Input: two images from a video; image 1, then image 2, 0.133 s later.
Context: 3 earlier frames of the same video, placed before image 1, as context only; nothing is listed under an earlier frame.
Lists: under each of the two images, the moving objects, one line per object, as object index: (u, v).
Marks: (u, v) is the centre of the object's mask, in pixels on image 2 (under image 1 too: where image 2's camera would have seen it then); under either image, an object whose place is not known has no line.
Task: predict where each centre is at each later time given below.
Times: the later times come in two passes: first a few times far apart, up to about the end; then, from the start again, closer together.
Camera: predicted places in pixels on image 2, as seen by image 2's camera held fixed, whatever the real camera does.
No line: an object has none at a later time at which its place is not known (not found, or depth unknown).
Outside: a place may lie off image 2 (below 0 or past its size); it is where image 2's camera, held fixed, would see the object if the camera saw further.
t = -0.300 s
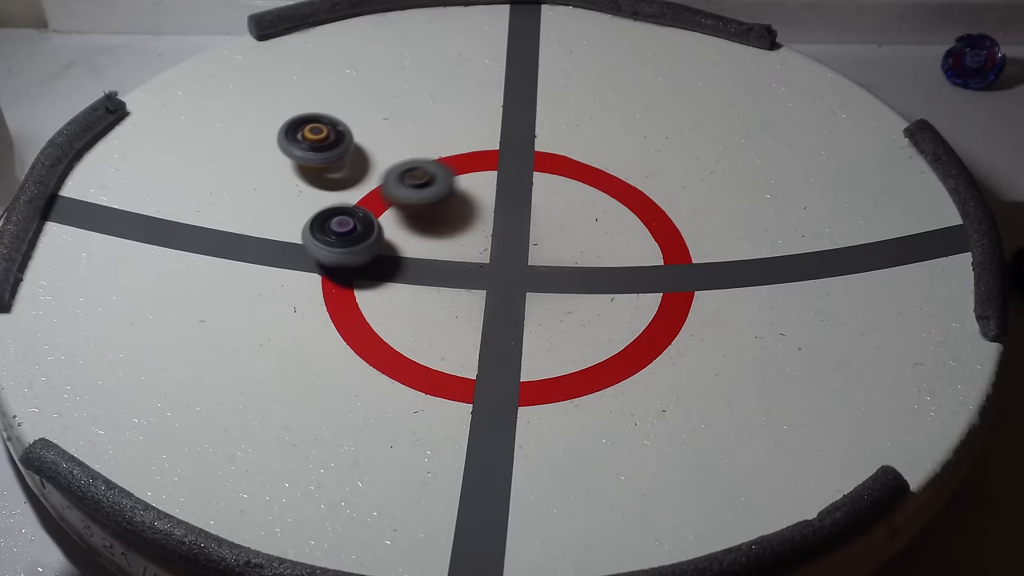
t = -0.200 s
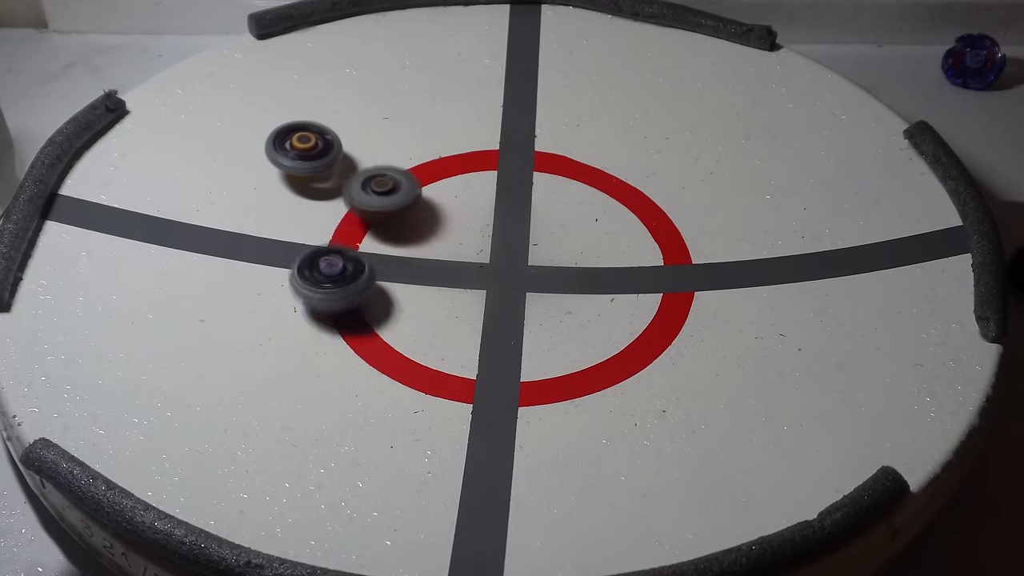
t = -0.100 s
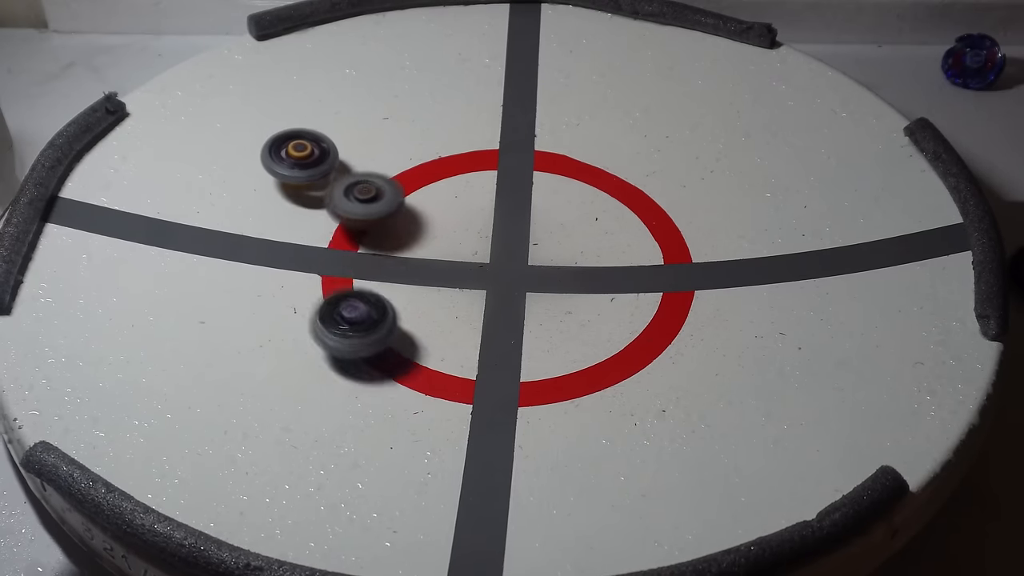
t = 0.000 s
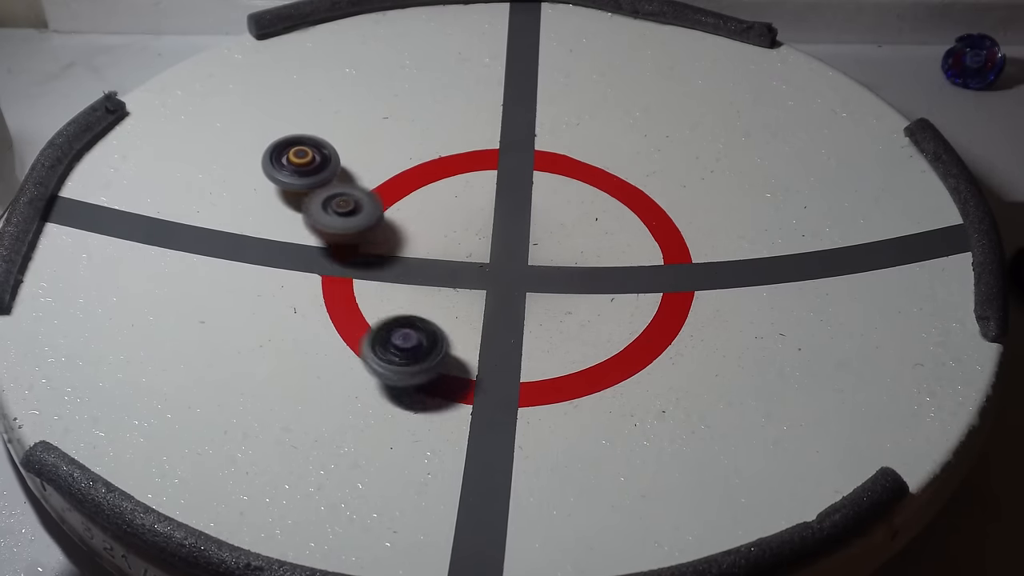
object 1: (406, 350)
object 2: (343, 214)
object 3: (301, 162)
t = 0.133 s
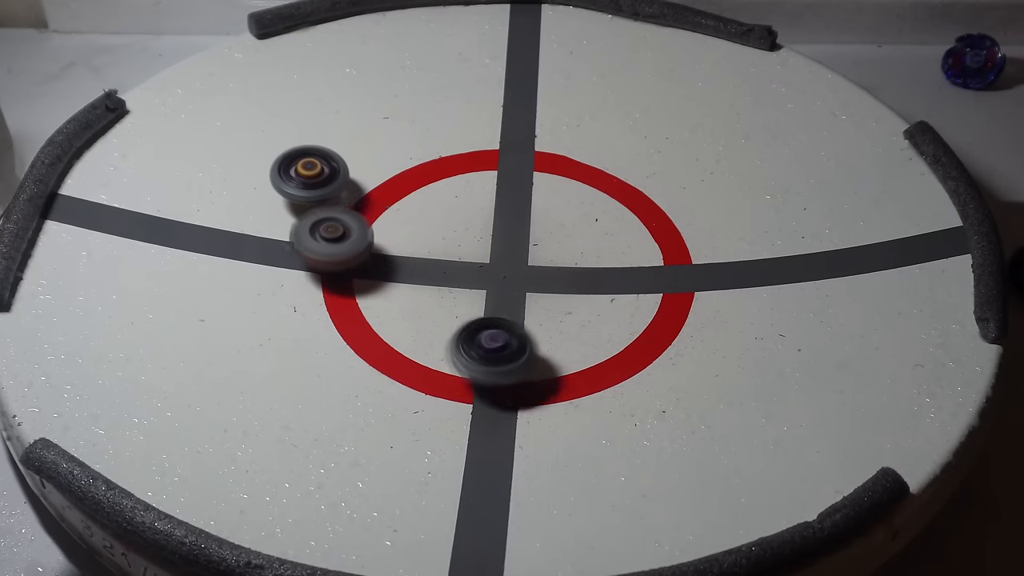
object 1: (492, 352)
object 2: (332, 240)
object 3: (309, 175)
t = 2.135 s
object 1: (729, 315)
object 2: (445, 245)
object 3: (537, 338)
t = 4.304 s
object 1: (405, 343)
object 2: (484, 103)
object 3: (708, 175)
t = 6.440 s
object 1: (402, 288)
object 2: (480, 388)
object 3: (392, 119)
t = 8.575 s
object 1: (299, 296)
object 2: (746, 431)
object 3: (635, 43)
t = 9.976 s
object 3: (366, 350)
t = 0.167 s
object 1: (513, 348)
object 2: (334, 245)
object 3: (313, 178)
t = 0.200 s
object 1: (528, 338)
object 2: (337, 250)
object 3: (318, 181)
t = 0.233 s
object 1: (546, 331)
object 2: (340, 255)
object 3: (323, 184)
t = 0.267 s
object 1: (558, 319)
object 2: (342, 258)
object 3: (330, 187)
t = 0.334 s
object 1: (576, 295)
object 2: (350, 267)
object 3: (343, 194)
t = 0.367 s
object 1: (581, 280)
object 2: (355, 270)
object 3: (351, 197)
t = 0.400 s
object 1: (584, 265)
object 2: (359, 274)
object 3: (359, 199)
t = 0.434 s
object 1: (581, 250)
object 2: (368, 277)
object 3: (369, 201)
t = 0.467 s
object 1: (576, 236)
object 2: (377, 279)
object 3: (378, 201)
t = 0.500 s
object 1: (567, 224)
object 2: (386, 279)
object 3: (388, 204)
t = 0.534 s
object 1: (559, 212)
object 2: (397, 280)
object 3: (397, 207)
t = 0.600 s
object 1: (535, 193)
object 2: (419, 279)
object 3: (415, 211)
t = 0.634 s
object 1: (521, 186)
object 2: (430, 278)
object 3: (425, 212)
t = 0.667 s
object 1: (506, 179)
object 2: (438, 276)
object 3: (435, 213)
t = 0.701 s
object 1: (492, 174)
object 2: (449, 276)
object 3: (444, 215)
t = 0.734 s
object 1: (492, 158)
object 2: (456, 297)
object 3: (427, 217)
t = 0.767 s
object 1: (499, 135)
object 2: (466, 328)
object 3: (402, 216)
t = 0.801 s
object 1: (505, 119)
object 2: (475, 351)
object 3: (380, 218)
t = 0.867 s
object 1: (513, 97)
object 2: (494, 373)
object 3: (346, 218)
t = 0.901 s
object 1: (510, 92)
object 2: (509, 381)
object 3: (335, 219)
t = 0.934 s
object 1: (502, 88)
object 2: (526, 382)
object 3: (329, 222)
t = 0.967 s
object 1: (491, 82)
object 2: (542, 381)
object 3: (327, 227)
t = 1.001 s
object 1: (479, 79)
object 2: (558, 379)
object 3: (327, 233)
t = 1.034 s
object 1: (467, 79)
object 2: (571, 375)
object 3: (328, 240)
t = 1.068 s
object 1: (453, 80)
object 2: (585, 372)
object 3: (329, 247)
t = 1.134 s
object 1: (423, 88)
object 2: (613, 362)
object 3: (335, 262)
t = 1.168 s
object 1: (410, 95)
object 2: (623, 356)
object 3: (339, 270)
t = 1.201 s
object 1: (398, 105)
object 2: (633, 349)
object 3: (343, 279)
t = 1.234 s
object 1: (389, 118)
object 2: (640, 343)
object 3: (349, 288)
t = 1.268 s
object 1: (382, 129)
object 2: (645, 334)
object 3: (355, 296)
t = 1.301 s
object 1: (380, 146)
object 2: (647, 326)
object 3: (362, 303)
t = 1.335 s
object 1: (380, 163)
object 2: (650, 320)
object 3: (369, 309)
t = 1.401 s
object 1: (388, 191)
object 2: (648, 305)
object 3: (384, 321)
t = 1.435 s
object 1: (396, 207)
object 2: (649, 296)
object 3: (389, 324)
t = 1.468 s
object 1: (405, 222)
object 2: (648, 289)
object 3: (393, 325)
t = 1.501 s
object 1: (415, 236)
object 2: (646, 283)
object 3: (399, 329)
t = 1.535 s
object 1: (428, 250)
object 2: (640, 275)
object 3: (404, 333)
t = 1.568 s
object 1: (441, 263)
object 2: (628, 262)
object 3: (409, 336)
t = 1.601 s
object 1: (456, 275)
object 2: (621, 260)
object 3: (412, 338)
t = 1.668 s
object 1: (486, 297)
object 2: (593, 244)
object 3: (418, 341)
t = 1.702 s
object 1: (503, 308)
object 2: (581, 241)
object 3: (423, 344)
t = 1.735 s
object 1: (520, 317)
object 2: (569, 238)
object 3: (430, 346)
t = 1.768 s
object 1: (537, 322)
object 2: (554, 233)
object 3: (438, 347)
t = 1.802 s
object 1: (560, 332)
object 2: (542, 234)
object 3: (446, 348)
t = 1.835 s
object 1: (578, 333)
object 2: (530, 234)
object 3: (456, 348)
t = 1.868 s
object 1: (597, 337)
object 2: (513, 230)
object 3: (464, 347)
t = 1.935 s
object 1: (632, 341)
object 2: (490, 233)
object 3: (481, 348)
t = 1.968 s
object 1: (652, 341)
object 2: (483, 237)
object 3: (491, 348)
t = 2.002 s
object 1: (671, 340)
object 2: (472, 236)
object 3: (500, 348)
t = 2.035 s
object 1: (688, 337)
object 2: (464, 238)
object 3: (512, 348)
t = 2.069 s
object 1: (705, 331)
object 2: (456, 240)
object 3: (522, 345)
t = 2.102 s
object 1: (719, 323)
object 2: (451, 241)
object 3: (530, 342)
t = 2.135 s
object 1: (729, 315)
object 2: (445, 245)
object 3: (537, 338)
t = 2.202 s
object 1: (739, 292)
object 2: (436, 249)
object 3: (549, 331)
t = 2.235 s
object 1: (737, 280)
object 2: (431, 251)
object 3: (556, 327)
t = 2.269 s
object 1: (729, 269)
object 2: (428, 255)
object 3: (562, 323)
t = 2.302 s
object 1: (720, 258)
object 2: (426, 257)
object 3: (568, 319)
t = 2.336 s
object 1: (705, 249)
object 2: (424, 259)
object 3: (573, 314)
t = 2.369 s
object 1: (689, 242)
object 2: (424, 261)
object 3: (575, 308)
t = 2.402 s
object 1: (672, 238)
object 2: (424, 263)
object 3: (576, 302)
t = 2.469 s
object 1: (635, 233)
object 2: (423, 267)
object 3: (577, 291)
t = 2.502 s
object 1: (619, 233)
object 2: (424, 268)
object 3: (579, 285)
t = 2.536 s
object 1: (594, 224)
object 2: (426, 269)
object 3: (579, 280)
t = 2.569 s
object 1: (577, 218)
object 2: (428, 269)
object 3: (576, 286)
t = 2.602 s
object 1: (560, 206)
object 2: (433, 271)
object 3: (572, 300)
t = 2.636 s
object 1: (542, 195)
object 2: (436, 270)
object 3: (568, 309)
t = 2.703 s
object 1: (505, 182)
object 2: (446, 269)
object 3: (562, 321)
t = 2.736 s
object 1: (489, 178)
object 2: (449, 263)
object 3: (561, 323)
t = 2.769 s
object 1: (470, 173)
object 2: (454, 261)
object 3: (563, 323)
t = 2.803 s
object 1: (456, 171)
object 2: (460, 259)
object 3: (568, 323)
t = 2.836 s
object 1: (437, 165)
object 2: (465, 257)
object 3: (572, 321)
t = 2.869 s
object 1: (421, 163)
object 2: (472, 255)
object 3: (575, 320)
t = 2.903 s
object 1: (404, 161)
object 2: (473, 250)
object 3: (576, 317)
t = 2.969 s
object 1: (370, 158)
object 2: (476, 242)
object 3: (575, 310)
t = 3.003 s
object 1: (355, 160)
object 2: (478, 238)
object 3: (573, 306)
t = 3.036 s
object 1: (336, 159)
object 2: (480, 235)
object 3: (571, 302)
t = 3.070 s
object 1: (321, 162)
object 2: (479, 231)
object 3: (568, 297)
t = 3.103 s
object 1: (307, 167)
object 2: (480, 230)
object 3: (565, 292)
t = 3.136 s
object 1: (293, 173)
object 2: (481, 227)
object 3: (561, 287)
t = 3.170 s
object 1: (280, 177)
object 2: (478, 222)
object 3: (557, 283)
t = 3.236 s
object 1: (264, 196)
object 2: (476, 215)
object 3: (548, 275)
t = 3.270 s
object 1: (258, 206)
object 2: (476, 211)
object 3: (544, 271)
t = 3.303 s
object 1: (258, 219)
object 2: (478, 210)
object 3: (540, 268)
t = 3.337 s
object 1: (262, 230)
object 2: (476, 207)
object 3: (535, 265)
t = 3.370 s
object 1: (270, 240)
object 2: (474, 204)
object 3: (532, 263)
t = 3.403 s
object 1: (284, 251)
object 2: (474, 204)
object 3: (528, 260)
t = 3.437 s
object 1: (299, 259)
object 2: (474, 202)
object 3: (523, 259)
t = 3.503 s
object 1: (331, 275)
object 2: (471, 200)
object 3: (515, 254)
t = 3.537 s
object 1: (349, 281)
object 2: (469, 200)
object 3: (510, 252)
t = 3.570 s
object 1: (366, 284)
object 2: (466, 194)
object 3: (511, 258)
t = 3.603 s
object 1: (386, 288)
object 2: (457, 181)
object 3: (514, 267)
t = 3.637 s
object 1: (408, 289)
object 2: (452, 178)
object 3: (515, 274)
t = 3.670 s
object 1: (429, 291)
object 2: (445, 175)
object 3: (516, 277)
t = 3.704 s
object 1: (411, 289)
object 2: (437, 172)
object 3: (566, 275)
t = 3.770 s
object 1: (383, 286)
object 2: (424, 169)
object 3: (663, 267)
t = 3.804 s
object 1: (379, 286)
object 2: (417, 166)
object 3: (700, 262)
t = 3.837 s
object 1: (378, 286)
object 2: (415, 169)
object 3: (731, 254)
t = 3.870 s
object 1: (378, 285)
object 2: (413, 166)
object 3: (753, 245)
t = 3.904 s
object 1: (379, 285)
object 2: (411, 169)
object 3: (768, 237)
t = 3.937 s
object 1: (381, 284)
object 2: (408, 168)
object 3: (777, 231)
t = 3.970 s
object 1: (382, 281)
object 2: (408, 172)
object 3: (782, 224)
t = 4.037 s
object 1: (390, 277)
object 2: (408, 177)
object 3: (777, 213)
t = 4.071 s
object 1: (395, 274)
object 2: (409, 181)
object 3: (772, 207)
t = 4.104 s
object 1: (403, 272)
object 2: (411, 185)
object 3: (766, 202)
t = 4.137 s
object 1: (407, 268)
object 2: (412, 186)
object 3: (758, 196)
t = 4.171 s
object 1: (414, 263)
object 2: (415, 190)
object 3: (748, 191)
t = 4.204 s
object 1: (420, 258)
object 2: (419, 194)
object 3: (737, 186)
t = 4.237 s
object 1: (414, 278)
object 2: (437, 164)
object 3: (728, 182)
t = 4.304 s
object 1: (405, 343)
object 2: (484, 103)
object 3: (708, 175)
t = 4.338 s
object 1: (406, 363)
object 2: (498, 72)
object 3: (699, 172)
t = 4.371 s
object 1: (411, 378)
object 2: (511, 45)
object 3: (690, 169)
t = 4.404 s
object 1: (418, 387)
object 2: (524, 25)
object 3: (679, 164)
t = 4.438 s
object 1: (429, 393)
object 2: (529, 11)
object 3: (670, 164)
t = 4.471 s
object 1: (441, 396)
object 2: (524, 6)
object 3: (660, 162)
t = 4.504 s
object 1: (456, 396)
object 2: (516, 8)
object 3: (651, 161)
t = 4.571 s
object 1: (487, 393)
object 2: (477, 15)
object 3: (630, 160)
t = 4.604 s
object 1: (501, 388)
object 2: (455, 22)
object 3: (620, 160)
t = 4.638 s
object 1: (513, 380)
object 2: (436, 35)
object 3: (609, 161)
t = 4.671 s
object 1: (525, 370)
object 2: (418, 49)
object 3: (600, 162)
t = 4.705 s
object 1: (535, 363)
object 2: (401, 65)
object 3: (590, 164)
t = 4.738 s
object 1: (542, 351)
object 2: (387, 83)
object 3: (580, 167)
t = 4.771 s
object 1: (549, 342)
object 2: (373, 102)
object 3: (571, 170)
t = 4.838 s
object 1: (557, 319)
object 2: (353, 140)
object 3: (555, 178)
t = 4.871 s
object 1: (560, 308)
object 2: (346, 159)
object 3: (546, 182)
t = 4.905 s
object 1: (563, 297)
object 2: (340, 178)
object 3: (536, 186)
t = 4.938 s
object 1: (566, 286)
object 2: (335, 196)
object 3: (529, 191)
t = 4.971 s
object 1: (569, 276)
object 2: (331, 216)
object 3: (522, 195)
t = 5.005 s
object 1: (571, 266)
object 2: (327, 227)
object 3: (515, 199)
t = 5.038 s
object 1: (572, 256)
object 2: (324, 239)
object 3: (509, 203)
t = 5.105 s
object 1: (572, 235)
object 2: (317, 258)
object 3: (497, 214)
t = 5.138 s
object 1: (590, 233)
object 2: (314, 266)
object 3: (471, 209)
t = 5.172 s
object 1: (602, 228)
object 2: (311, 275)
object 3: (451, 209)
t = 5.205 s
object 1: (612, 223)
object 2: (305, 281)
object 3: (426, 204)
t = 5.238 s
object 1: (619, 216)
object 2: (301, 288)
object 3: (409, 207)
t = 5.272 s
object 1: (626, 209)
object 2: (296, 293)
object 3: (393, 208)
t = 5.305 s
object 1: (634, 202)
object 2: (292, 298)
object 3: (381, 213)
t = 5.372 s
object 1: (647, 189)
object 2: (285, 306)
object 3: (362, 222)
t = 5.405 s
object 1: (652, 182)
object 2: (282, 310)
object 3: (354, 226)
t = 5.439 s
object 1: (655, 174)
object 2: (280, 314)
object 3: (346, 230)
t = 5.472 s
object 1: (657, 168)
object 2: (277, 317)
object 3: (339, 234)
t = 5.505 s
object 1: (658, 164)
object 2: (274, 319)
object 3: (334, 237)
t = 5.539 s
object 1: (656, 157)
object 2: (271, 322)
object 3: (327, 239)
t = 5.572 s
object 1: (651, 154)
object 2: (269, 324)
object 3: (321, 242)
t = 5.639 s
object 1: (635, 153)
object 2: (264, 326)
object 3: (310, 246)
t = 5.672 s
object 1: (626, 155)
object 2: (265, 326)
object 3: (305, 250)
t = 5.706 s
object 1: (615, 158)
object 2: (266, 326)
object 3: (300, 252)
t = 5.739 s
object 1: (604, 162)
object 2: (269, 324)
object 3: (296, 256)
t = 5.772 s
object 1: (596, 169)
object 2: (273, 322)
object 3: (293, 257)
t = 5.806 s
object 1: (587, 174)
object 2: (279, 320)
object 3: (291, 259)
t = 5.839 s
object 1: (579, 181)
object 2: (277, 346)
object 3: (297, 239)
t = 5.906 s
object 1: (560, 194)
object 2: (280, 396)
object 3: (318, 191)
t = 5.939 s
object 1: (551, 200)
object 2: (288, 414)
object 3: (327, 167)
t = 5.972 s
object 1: (542, 210)
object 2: (299, 427)
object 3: (335, 148)
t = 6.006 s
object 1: (533, 217)
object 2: (312, 434)
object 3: (345, 133)
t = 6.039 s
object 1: (524, 222)
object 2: (325, 438)
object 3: (352, 118)
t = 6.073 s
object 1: (514, 230)
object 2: (340, 441)
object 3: (360, 110)
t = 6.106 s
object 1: (506, 237)
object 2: (353, 441)
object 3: (366, 99)
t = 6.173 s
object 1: (487, 250)
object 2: (382, 438)
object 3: (377, 91)
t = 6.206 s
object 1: (475, 257)
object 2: (397, 434)
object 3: (381, 90)
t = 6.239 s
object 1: (466, 261)
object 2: (411, 430)
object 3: (384, 91)
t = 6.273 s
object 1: (455, 266)
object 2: (425, 425)
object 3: (387, 94)
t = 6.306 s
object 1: (446, 271)
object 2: (437, 418)
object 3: (388, 97)
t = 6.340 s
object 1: (435, 275)
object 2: (449, 411)
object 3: (389, 100)
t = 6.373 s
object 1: (423, 280)
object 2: (460, 403)
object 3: (390, 105)
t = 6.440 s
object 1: (402, 288)
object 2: (480, 388)
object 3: (392, 119)
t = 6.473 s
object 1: (391, 292)
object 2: (490, 382)
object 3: (393, 124)
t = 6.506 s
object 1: (379, 298)
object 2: (499, 375)
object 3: (396, 132)
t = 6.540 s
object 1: (370, 301)
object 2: (508, 368)
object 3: (397, 138)
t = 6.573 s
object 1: (360, 303)
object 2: (517, 361)
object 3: (401, 145)
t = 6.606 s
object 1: (354, 307)
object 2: (525, 354)
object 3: (404, 152)
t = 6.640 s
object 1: (345, 311)
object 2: (529, 345)
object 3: (407, 156)
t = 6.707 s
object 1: (337, 318)
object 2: (542, 329)
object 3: (416, 160)
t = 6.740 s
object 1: (337, 319)
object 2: (549, 323)
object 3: (420, 161)
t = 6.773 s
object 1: (336, 321)
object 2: (555, 316)
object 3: (425, 161)
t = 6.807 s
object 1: (338, 322)
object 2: (561, 310)
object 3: (431, 161)
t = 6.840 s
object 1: (341, 322)
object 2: (568, 302)
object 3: (437, 160)
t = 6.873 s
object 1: (346, 320)
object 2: (573, 292)
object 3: (444, 159)
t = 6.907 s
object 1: (351, 319)
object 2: (578, 285)
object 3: (451, 155)
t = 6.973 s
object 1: (365, 313)
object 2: (590, 272)
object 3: (461, 152)
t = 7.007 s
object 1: (374, 310)
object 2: (595, 266)
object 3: (467, 152)
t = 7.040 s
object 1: (383, 307)
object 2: (600, 259)
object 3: (471, 151)
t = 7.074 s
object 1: (390, 300)
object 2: (605, 254)
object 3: (476, 151)
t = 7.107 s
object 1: (398, 293)
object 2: (609, 248)
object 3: (484, 149)
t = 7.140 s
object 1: (407, 288)
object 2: (615, 243)
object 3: (489, 148)
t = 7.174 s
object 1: (413, 282)
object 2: (618, 237)
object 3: (492, 148)
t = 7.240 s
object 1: (428, 269)
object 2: (625, 230)
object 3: (500, 152)
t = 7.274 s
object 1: (436, 264)
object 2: (626, 222)
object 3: (504, 154)
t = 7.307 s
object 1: (444, 256)
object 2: (629, 220)
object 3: (508, 156)
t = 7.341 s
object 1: (452, 252)
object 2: (631, 212)
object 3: (513, 159)
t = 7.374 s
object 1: (459, 245)
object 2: (633, 209)
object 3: (519, 162)
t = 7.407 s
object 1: (467, 240)
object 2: (635, 207)
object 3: (526, 165)
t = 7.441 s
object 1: (475, 234)
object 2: (636, 202)
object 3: (532, 168)
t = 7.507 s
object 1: (492, 223)
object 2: (636, 195)
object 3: (541, 174)
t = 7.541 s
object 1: (498, 222)
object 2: (635, 193)
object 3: (549, 174)
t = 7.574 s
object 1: (503, 219)
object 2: (633, 192)
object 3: (558, 171)
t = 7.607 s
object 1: (511, 217)
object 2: (639, 194)
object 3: (558, 169)
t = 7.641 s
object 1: (510, 220)
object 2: (646, 197)
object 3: (559, 159)
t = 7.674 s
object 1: (506, 227)
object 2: (650, 198)
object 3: (567, 144)
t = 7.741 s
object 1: (507, 236)
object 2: (653, 201)
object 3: (587, 127)
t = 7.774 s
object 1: (508, 241)
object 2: (652, 204)
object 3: (591, 122)
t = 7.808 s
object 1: (512, 245)
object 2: (651, 206)
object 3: (592, 119)
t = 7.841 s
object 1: (515, 250)
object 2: (650, 206)
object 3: (591, 118)
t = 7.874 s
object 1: (520, 254)
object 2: (648, 209)
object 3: (591, 118)
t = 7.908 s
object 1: (524, 258)
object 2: (647, 216)
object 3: (590, 119)
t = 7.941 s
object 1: (528, 260)
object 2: (641, 215)
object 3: (590, 121)
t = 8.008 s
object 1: (536, 265)
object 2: (636, 230)
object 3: (589, 126)
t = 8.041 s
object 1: (540, 266)
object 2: (628, 233)
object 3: (589, 129)
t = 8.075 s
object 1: (544, 268)
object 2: (618, 232)
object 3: (588, 133)
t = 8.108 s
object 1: (542, 268)
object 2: (617, 234)
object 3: (588, 136)
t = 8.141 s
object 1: (541, 271)
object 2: (617, 237)
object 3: (588, 141)
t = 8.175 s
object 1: (538, 272)
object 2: (615, 242)
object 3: (586, 146)
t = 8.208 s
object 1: (536, 274)
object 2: (607, 241)
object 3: (585, 152)
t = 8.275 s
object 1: (524, 279)
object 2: (603, 241)
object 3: (585, 164)
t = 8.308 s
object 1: (518, 282)
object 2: (599, 241)
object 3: (585, 172)
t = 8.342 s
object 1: (509, 284)
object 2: (596, 242)
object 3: (585, 178)
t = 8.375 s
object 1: (506, 287)
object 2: (592, 243)
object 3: (585, 183)
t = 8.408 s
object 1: (503, 289)
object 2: (581, 257)
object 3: (586, 187)
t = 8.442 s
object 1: (456, 293)
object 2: (616, 306)
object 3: (605, 152)
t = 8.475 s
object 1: (407, 297)
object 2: (661, 349)
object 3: (616, 119)
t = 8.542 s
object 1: (329, 301)
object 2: (720, 408)
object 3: (630, 63)
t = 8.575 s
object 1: (299, 296)
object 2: (746, 431)
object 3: (635, 43)
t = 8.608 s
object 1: (275, 295)
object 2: (769, 451)
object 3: (640, 28)
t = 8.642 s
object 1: (258, 292)
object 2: (786, 471)
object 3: (630, 18)
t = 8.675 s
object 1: (244, 288)
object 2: (793, 479)
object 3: (620, 21)
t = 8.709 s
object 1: (233, 284)
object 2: (793, 483)
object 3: (599, 27)
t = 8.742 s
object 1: (224, 281)
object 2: (788, 485)
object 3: (575, 34)
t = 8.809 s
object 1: (213, 275)
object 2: (768, 475)
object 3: (536, 59)
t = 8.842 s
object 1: (210, 272)
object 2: (753, 467)
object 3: (515, 72)
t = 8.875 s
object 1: (210, 271)
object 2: (734, 458)
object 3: (496, 86)
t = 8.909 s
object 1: (211, 268)
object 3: (477, 98)
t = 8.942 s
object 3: (465, 120)
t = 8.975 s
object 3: (444, 131)
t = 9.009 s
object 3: (426, 145)
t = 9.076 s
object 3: (395, 172)
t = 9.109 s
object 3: (381, 186)
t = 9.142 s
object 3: (370, 201)
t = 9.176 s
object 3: (360, 216)
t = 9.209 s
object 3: (356, 230)
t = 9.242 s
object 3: (363, 241)
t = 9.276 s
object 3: (372, 250)
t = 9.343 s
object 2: (415, 169)
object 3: (382, 266)
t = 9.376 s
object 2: (394, 158)
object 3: (384, 273)
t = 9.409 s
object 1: (314, 215)
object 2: (372, 145)
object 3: (384, 280)
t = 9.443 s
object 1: (319, 210)
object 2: (349, 135)
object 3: (382, 288)
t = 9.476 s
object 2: (330, 128)
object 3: (382, 295)
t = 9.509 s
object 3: (381, 301)
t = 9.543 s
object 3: (379, 307)
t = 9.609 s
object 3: (376, 317)
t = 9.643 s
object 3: (375, 322)
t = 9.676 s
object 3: (373, 326)
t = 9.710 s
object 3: (372, 330)
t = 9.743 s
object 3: (371, 334)
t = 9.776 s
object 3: (370, 337)
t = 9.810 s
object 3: (370, 340)
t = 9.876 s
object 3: (369, 344)
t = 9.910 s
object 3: (368, 346)
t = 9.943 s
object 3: (367, 348)
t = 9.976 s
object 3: (366, 350)
